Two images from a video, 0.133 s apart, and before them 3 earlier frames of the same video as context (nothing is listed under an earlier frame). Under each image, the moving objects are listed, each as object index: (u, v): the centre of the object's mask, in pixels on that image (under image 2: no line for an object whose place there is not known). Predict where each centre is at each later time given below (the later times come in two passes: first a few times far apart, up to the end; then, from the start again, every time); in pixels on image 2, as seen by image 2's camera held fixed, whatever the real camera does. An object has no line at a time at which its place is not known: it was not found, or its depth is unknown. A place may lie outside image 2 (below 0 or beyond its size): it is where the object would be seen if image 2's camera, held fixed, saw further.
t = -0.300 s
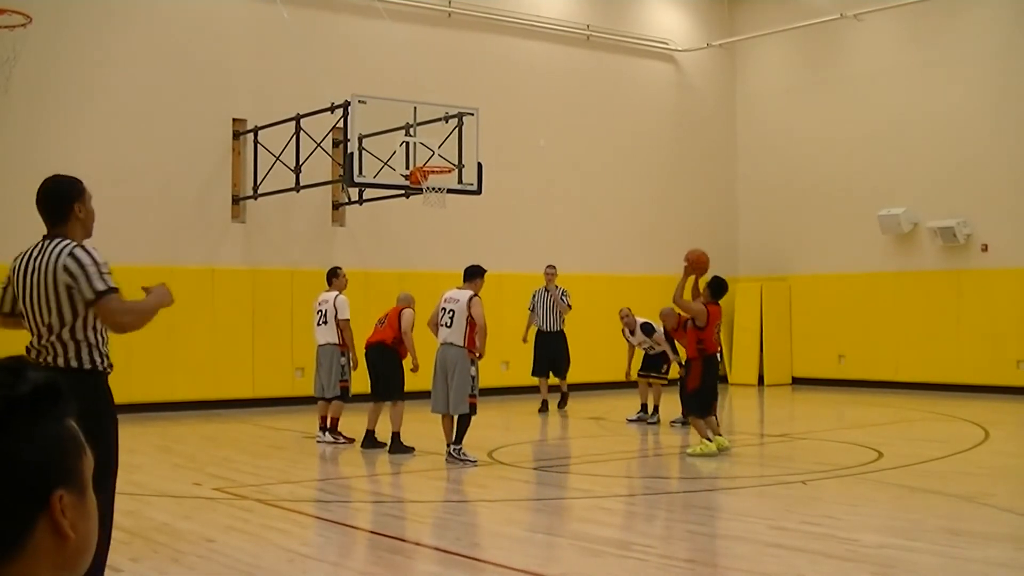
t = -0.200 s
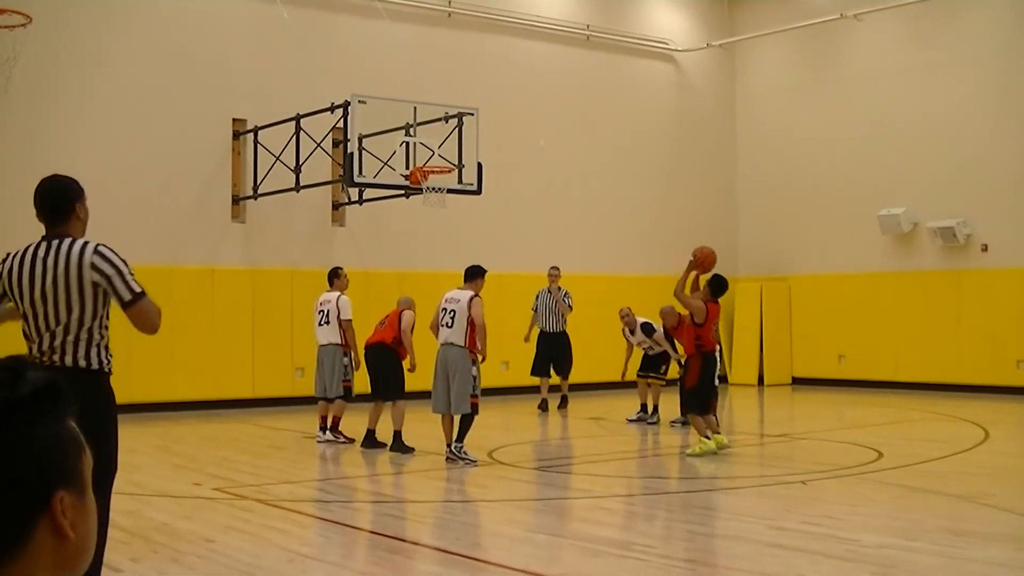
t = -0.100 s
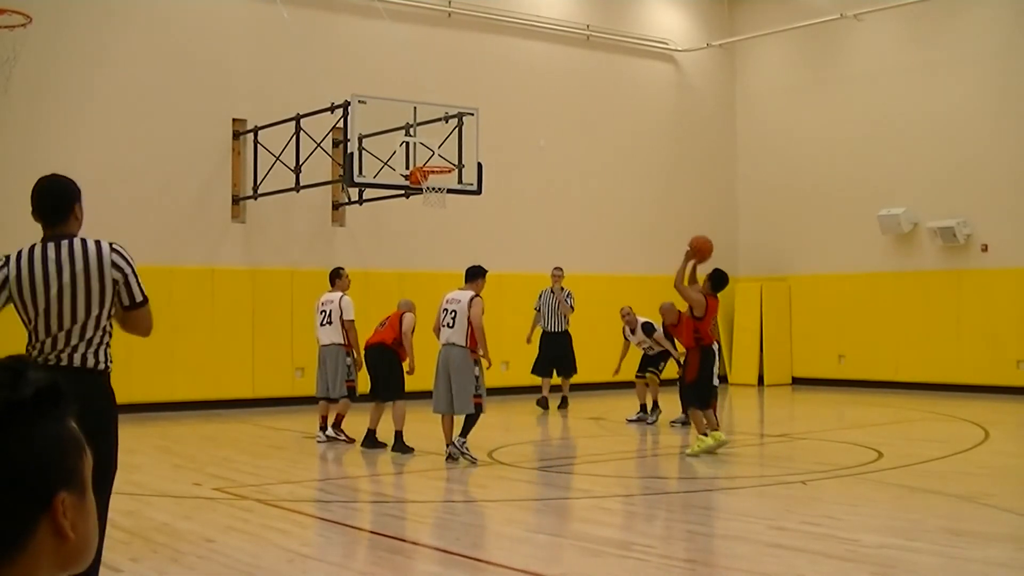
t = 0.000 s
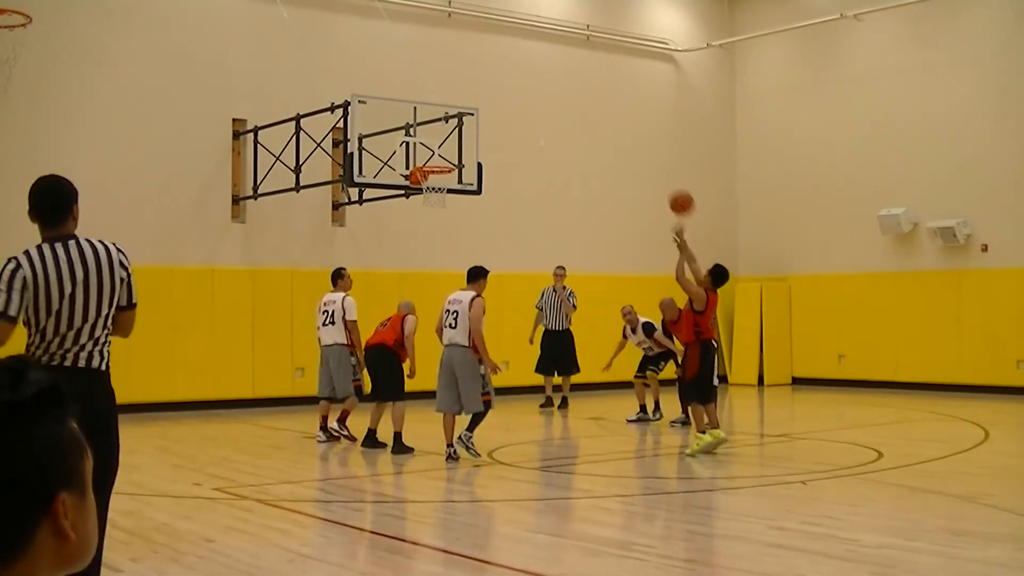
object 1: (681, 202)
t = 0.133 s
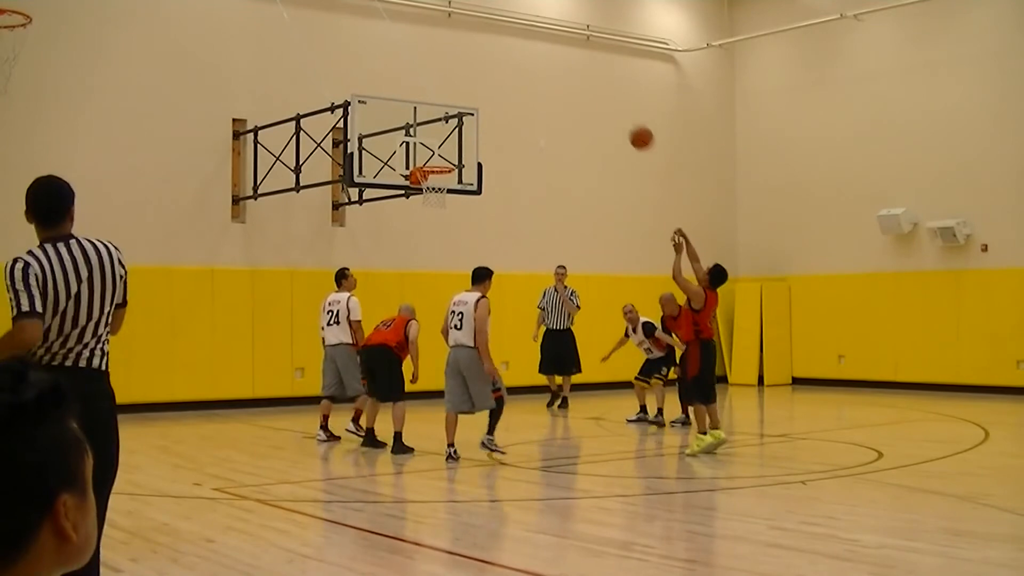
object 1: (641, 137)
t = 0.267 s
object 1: (605, 94)
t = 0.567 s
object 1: (532, 62)
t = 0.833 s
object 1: (478, 98)
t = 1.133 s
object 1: (425, 192)
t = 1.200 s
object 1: (421, 205)
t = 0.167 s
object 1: (632, 124)
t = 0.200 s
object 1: (622, 113)
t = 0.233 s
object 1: (613, 102)
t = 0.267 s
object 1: (605, 94)
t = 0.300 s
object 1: (596, 86)
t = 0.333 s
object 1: (587, 79)
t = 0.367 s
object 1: (579, 73)
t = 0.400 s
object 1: (571, 69)
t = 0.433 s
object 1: (563, 66)
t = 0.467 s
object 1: (555, 63)
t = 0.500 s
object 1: (547, 62)
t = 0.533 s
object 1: (540, 61)
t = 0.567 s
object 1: (532, 62)
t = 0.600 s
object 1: (525, 63)
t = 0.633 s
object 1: (518, 65)
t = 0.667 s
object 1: (511, 69)
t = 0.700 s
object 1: (504, 73)
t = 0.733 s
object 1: (497, 78)
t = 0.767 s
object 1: (491, 84)
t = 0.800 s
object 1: (484, 91)
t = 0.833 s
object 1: (478, 98)
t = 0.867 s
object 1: (471, 107)
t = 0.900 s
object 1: (465, 116)
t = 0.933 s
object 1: (459, 126)
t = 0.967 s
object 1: (452, 137)
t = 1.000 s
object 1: (446, 149)
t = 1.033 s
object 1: (440, 160)
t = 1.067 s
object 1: (435, 174)
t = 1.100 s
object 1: (429, 186)
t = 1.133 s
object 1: (425, 192)
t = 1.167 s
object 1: (423, 197)
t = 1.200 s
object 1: (421, 205)
